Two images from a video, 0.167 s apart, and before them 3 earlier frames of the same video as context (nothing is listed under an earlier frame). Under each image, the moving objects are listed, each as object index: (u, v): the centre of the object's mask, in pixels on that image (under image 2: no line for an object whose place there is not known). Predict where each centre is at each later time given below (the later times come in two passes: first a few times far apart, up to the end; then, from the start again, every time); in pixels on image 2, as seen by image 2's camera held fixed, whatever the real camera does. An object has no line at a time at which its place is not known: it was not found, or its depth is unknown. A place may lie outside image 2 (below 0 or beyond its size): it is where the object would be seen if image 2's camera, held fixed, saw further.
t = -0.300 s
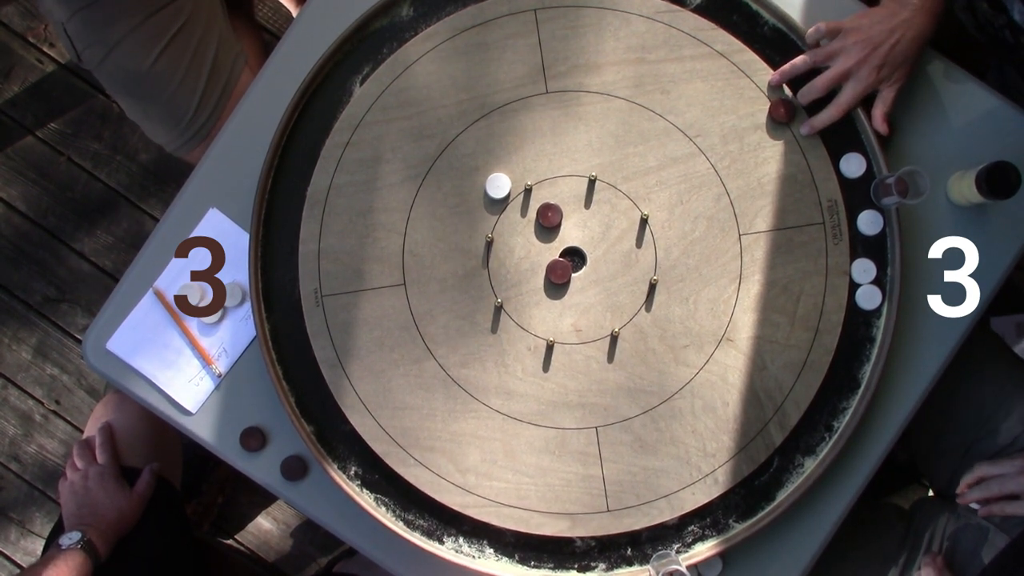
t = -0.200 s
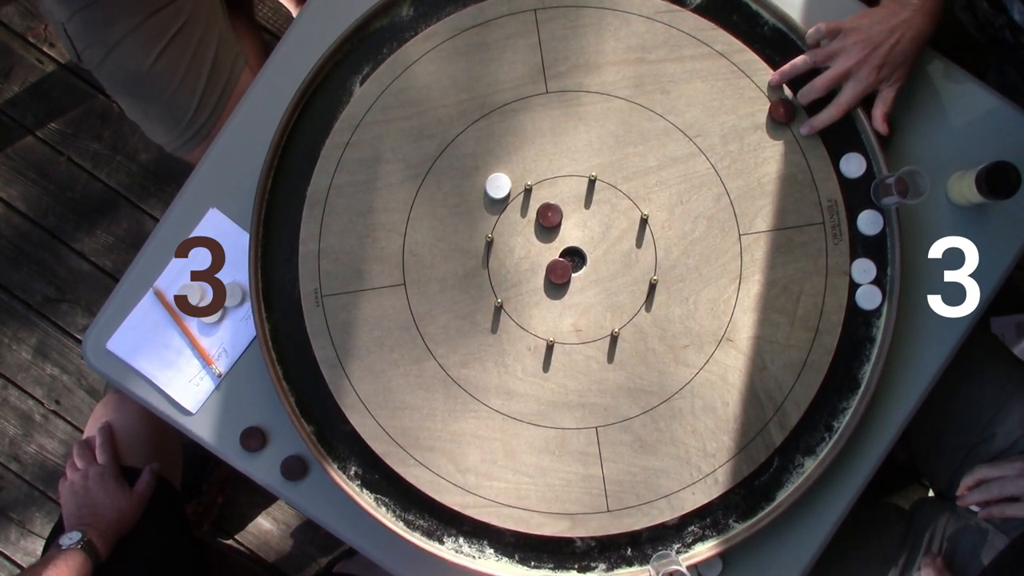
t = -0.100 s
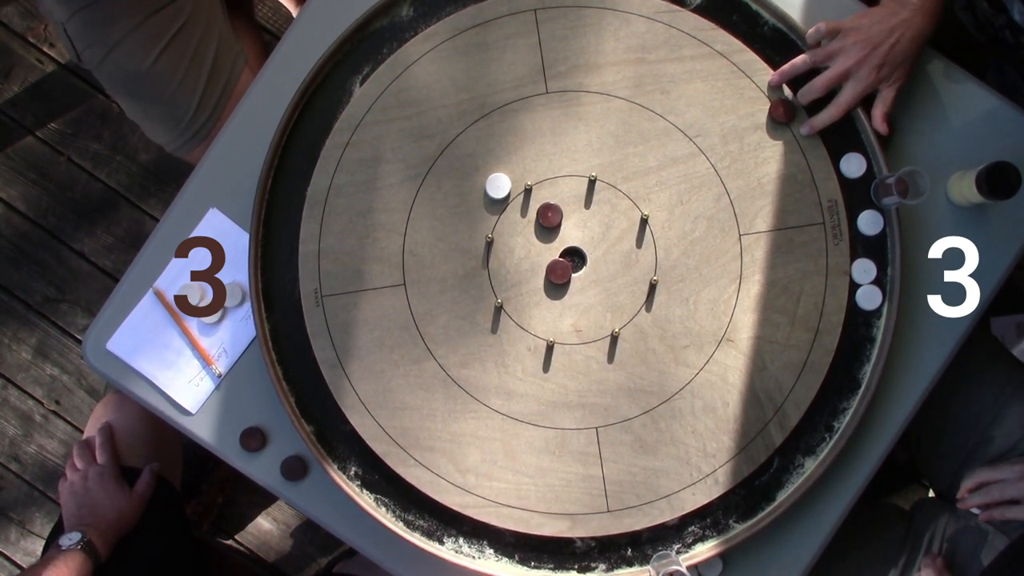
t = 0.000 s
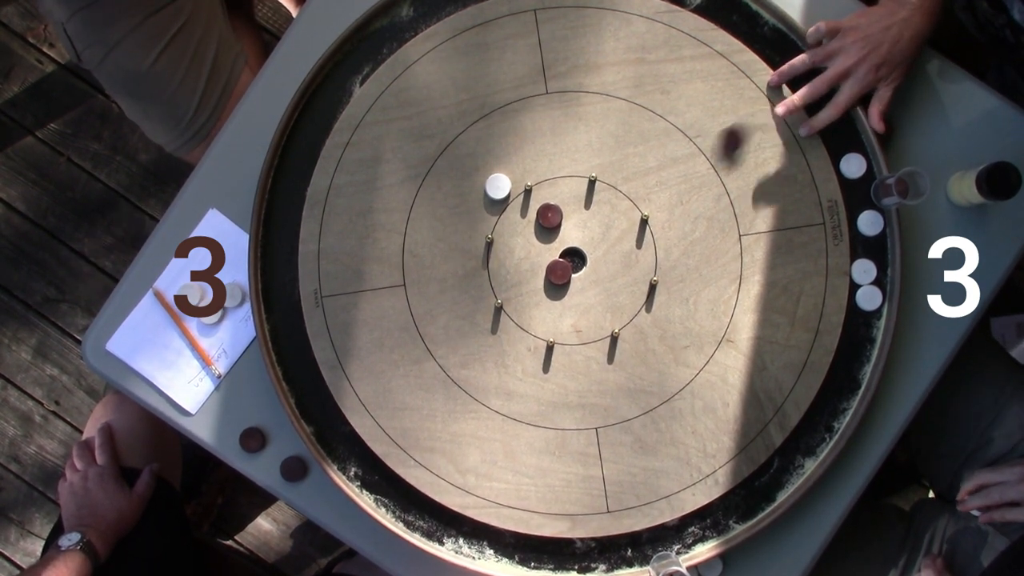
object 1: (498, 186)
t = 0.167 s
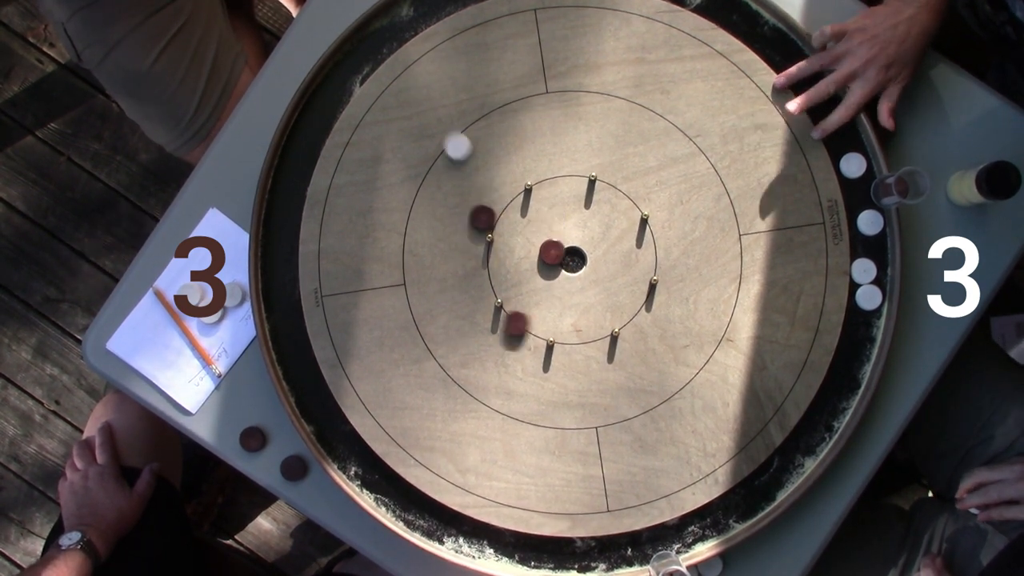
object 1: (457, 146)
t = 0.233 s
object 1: (416, 105)
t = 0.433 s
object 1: (360, 49)
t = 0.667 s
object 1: (364, 48)
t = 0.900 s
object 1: (368, 50)
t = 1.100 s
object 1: (368, 50)
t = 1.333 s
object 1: (368, 50)
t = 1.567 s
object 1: (368, 50)
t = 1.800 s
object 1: (368, 50)
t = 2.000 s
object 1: (368, 50)
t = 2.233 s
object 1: (368, 50)
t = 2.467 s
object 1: (368, 50)
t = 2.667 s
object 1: (368, 50)
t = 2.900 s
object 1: (368, 50)
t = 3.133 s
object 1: (368, 50)
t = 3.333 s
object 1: (368, 50)
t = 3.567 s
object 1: (368, 50)
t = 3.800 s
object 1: (368, 50)
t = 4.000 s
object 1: (368, 50)
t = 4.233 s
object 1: (368, 50)
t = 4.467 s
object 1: (368, 50)
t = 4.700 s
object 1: (368, 50)
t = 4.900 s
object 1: (368, 50)
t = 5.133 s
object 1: (368, 50)
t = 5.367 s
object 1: (368, 50)
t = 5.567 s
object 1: (368, 50)
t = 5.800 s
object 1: (368, 50)
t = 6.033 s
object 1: (368, 50)
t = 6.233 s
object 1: (368, 50)
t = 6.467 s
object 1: (368, 50)
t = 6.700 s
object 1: (368, 50)
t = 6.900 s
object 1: (368, 50)
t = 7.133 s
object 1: (368, 50)
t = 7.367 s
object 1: (368, 50)
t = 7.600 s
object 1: (368, 50)
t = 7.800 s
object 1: (368, 50)
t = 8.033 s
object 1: (368, 50)
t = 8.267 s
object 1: (368, 50)
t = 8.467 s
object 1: (368, 50)
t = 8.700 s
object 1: (368, 50)
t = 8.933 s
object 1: (368, 50)
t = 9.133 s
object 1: (368, 50)
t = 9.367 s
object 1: (368, 50)
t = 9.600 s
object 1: (368, 50)
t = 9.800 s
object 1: (368, 50)
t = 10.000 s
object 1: (368, 50)
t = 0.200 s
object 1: (436, 126)
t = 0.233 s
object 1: (416, 105)
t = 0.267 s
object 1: (397, 87)
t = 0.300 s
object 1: (378, 67)
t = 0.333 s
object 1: (360, 50)
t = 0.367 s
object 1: (366, 57)
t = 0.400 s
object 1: (364, 55)
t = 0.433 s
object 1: (360, 49)
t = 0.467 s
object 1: (366, 53)
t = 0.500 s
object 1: (371, 56)
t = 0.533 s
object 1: (369, 53)
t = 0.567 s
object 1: (366, 50)
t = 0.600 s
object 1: (363, 47)
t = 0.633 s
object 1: (363, 46)
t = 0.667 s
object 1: (364, 48)
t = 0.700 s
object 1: (366, 49)
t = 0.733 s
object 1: (367, 49)
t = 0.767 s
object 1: (368, 50)
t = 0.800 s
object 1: (368, 50)
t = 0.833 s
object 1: (368, 50)
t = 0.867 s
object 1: (368, 50)
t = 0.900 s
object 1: (368, 50)
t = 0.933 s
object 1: (368, 50)
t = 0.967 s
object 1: (368, 50)
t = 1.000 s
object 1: (368, 50)
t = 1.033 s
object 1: (368, 50)
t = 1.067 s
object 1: (368, 50)
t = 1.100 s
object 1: (368, 50)
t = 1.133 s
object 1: (368, 50)
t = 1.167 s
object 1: (368, 50)
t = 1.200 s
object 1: (368, 50)
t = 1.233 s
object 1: (368, 50)
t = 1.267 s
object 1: (368, 50)
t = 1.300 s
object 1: (368, 50)
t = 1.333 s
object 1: (368, 50)
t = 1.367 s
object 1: (368, 50)
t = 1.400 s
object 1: (368, 50)
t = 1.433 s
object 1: (368, 50)
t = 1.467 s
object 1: (368, 50)
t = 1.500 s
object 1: (368, 50)
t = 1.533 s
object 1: (368, 50)
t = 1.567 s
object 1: (368, 50)
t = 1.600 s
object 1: (368, 50)
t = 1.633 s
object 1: (368, 50)
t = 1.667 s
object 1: (368, 50)
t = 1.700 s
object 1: (368, 50)
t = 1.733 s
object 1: (368, 50)
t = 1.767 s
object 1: (368, 50)
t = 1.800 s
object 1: (368, 50)
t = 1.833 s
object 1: (368, 50)
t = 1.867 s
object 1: (368, 50)
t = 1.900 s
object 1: (368, 50)
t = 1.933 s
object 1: (368, 50)
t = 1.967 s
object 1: (368, 50)
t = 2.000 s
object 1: (368, 50)
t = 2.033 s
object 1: (368, 50)
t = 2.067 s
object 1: (368, 50)
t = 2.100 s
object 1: (368, 50)
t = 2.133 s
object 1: (368, 50)
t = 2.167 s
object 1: (368, 50)
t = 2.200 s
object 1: (368, 50)
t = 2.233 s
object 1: (368, 50)
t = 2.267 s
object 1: (368, 50)
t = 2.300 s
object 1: (368, 50)
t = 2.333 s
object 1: (368, 50)
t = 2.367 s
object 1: (368, 50)
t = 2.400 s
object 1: (368, 50)
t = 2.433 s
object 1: (368, 50)
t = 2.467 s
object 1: (368, 50)
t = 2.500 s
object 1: (368, 50)
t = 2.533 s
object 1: (368, 50)
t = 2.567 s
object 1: (368, 50)
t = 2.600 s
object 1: (368, 50)
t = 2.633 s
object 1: (368, 50)
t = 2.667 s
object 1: (368, 50)
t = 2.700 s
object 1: (368, 50)
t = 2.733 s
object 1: (368, 51)
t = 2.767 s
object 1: (368, 51)
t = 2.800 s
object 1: (368, 50)
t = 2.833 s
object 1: (368, 50)
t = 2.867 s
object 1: (368, 50)
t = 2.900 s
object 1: (368, 50)
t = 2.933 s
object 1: (368, 51)
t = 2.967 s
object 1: (368, 51)
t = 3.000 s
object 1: (368, 50)
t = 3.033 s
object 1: (368, 50)
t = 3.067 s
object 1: (368, 50)
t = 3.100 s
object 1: (368, 51)
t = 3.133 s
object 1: (368, 50)
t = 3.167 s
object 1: (368, 50)
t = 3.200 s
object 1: (368, 50)
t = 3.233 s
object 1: (368, 50)
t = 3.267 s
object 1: (368, 50)
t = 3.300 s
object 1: (368, 51)
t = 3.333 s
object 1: (368, 50)
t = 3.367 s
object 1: (368, 50)
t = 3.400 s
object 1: (368, 50)
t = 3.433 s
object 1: (368, 50)
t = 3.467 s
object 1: (368, 50)
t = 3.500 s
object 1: (368, 50)
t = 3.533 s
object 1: (368, 50)
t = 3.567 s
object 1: (368, 50)
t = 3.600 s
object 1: (368, 50)
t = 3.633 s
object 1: (368, 50)
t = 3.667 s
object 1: (368, 50)
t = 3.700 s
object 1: (368, 50)
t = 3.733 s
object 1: (368, 50)
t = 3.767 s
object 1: (368, 50)
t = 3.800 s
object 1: (368, 50)
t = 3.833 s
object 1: (368, 50)
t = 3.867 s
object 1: (368, 50)
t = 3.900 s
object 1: (368, 50)
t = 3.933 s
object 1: (368, 50)
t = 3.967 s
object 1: (368, 50)
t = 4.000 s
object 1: (368, 50)
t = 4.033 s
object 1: (368, 50)
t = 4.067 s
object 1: (368, 50)
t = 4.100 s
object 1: (368, 50)
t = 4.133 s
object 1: (368, 50)
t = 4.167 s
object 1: (368, 50)
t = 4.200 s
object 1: (368, 50)
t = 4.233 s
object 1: (368, 50)
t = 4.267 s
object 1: (368, 50)
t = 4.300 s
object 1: (368, 50)
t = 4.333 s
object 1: (368, 50)
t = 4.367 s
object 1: (368, 50)
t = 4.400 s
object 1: (368, 50)
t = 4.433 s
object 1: (368, 50)
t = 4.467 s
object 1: (368, 50)
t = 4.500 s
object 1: (368, 50)
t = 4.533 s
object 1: (368, 50)
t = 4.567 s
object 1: (368, 50)
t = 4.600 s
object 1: (368, 50)
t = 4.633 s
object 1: (368, 50)
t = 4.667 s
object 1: (368, 50)
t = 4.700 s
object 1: (368, 50)
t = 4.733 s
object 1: (368, 50)
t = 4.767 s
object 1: (368, 50)
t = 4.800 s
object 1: (368, 50)
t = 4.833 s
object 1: (368, 50)
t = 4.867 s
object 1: (368, 50)
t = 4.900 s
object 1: (368, 50)
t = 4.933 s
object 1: (368, 50)
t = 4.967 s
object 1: (368, 50)
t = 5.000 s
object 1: (368, 50)
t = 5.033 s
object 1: (368, 50)
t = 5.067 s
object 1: (368, 50)
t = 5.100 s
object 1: (368, 50)
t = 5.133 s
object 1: (368, 50)
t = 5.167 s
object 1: (368, 50)
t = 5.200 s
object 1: (368, 50)
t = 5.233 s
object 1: (368, 50)
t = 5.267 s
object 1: (368, 50)
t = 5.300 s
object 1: (368, 50)
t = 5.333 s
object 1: (367, 50)
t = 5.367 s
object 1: (368, 50)
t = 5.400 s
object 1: (368, 50)
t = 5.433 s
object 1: (368, 50)
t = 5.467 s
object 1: (368, 50)
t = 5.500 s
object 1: (368, 50)
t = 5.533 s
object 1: (368, 50)
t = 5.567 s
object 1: (368, 50)
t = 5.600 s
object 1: (368, 50)
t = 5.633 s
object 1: (368, 50)
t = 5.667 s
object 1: (368, 50)
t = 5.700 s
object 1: (368, 50)
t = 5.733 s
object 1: (368, 50)
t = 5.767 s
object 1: (368, 50)
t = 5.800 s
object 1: (368, 50)
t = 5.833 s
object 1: (368, 50)
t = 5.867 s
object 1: (368, 50)
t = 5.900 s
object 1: (368, 50)
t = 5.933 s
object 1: (368, 50)
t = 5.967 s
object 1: (368, 50)
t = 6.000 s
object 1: (368, 50)
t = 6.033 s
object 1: (368, 50)
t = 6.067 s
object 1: (368, 50)
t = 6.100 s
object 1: (368, 50)
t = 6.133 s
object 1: (368, 50)
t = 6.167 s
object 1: (368, 50)
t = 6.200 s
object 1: (368, 50)
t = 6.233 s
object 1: (368, 50)
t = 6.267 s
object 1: (368, 50)
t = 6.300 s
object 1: (368, 50)
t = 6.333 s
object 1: (368, 50)
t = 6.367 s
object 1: (368, 50)
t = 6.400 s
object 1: (368, 50)
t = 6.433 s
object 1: (368, 50)
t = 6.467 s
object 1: (368, 50)
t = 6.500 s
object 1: (368, 50)
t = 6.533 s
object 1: (368, 50)
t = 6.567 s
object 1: (368, 50)
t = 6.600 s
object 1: (368, 50)
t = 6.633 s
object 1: (368, 50)
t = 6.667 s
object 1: (368, 50)
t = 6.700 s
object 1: (368, 50)
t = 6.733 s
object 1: (368, 50)
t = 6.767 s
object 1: (368, 50)
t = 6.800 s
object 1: (368, 50)
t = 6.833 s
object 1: (368, 50)
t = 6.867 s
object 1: (367, 50)
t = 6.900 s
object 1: (368, 50)
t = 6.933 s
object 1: (368, 50)
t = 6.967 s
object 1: (368, 50)
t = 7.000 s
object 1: (368, 50)
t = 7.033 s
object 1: (368, 50)
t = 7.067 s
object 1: (368, 50)
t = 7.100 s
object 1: (368, 50)
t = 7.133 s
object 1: (368, 50)
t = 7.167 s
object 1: (368, 50)
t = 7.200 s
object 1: (368, 50)
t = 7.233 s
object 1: (368, 50)
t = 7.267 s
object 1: (368, 50)
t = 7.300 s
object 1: (368, 50)
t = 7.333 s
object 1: (368, 50)
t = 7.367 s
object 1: (368, 50)
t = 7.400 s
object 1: (368, 50)
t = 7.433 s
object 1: (368, 50)
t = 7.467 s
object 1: (368, 50)
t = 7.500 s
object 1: (368, 50)
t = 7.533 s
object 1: (368, 50)
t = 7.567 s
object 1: (368, 50)
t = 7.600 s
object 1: (368, 50)
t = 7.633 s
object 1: (368, 50)
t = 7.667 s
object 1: (368, 50)
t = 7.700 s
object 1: (368, 50)
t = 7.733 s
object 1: (368, 50)
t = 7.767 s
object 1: (368, 50)
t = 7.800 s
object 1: (368, 50)
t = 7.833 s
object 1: (368, 50)
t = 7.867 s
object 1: (368, 50)
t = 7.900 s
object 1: (368, 50)
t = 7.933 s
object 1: (368, 50)
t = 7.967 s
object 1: (368, 50)
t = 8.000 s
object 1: (368, 50)
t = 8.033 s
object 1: (368, 50)
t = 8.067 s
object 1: (368, 50)
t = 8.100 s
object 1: (367, 50)
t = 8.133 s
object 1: (368, 50)
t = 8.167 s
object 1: (368, 50)
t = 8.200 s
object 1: (368, 50)
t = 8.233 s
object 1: (368, 50)
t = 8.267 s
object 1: (368, 50)
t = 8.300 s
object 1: (368, 50)
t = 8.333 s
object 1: (368, 50)
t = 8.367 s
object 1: (367, 50)
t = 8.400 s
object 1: (368, 50)
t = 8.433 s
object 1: (368, 50)
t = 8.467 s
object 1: (368, 50)
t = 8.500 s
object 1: (368, 50)
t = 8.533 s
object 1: (368, 50)
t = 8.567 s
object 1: (368, 50)
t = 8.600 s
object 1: (368, 50)
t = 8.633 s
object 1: (368, 50)
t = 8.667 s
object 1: (368, 50)
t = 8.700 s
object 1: (368, 50)
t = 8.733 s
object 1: (368, 50)
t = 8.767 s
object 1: (368, 50)
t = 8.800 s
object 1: (368, 50)
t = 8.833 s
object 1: (368, 50)
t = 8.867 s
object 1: (368, 50)
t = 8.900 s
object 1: (368, 50)
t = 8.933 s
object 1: (368, 50)
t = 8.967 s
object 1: (368, 50)
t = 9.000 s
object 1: (368, 50)
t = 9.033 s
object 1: (368, 50)
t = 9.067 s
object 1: (368, 50)
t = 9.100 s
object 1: (368, 50)
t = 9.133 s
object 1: (368, 50)
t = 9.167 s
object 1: (368, 50)
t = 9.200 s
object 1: (368, 50)
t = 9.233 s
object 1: (368, 50)
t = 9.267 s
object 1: (368, 50)
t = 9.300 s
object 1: (368, 50)
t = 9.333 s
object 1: (368, 50)
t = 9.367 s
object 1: (368, 50)
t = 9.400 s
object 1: (368, 50)
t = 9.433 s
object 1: (367, 50)
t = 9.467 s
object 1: (368, 50)
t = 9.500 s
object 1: (368, 50)
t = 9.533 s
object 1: (368, 50)
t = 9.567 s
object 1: (368, 50)
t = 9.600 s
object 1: (368, 50)
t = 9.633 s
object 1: (368, 50)
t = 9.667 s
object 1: (368, 50)
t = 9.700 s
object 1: (368, 50)
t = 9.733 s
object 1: (368, 50)
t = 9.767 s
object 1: (368, 50)
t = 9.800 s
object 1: (368, 50)
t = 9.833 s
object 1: (368, 50)
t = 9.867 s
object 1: (367, 50)
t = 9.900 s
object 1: (368, 50)
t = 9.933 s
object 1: (368, 50)
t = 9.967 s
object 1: (368, 50)
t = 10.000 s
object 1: (368, 50)
